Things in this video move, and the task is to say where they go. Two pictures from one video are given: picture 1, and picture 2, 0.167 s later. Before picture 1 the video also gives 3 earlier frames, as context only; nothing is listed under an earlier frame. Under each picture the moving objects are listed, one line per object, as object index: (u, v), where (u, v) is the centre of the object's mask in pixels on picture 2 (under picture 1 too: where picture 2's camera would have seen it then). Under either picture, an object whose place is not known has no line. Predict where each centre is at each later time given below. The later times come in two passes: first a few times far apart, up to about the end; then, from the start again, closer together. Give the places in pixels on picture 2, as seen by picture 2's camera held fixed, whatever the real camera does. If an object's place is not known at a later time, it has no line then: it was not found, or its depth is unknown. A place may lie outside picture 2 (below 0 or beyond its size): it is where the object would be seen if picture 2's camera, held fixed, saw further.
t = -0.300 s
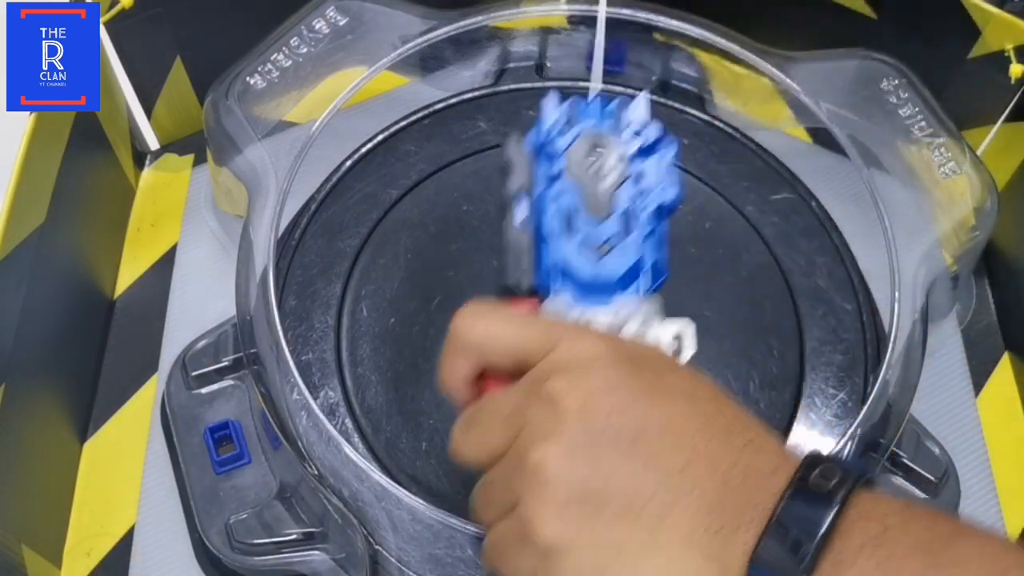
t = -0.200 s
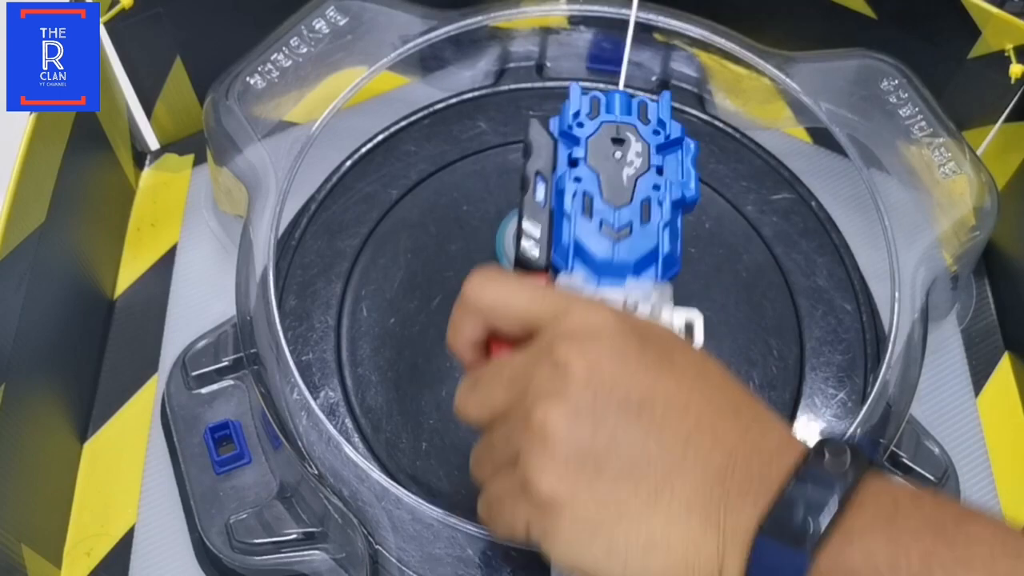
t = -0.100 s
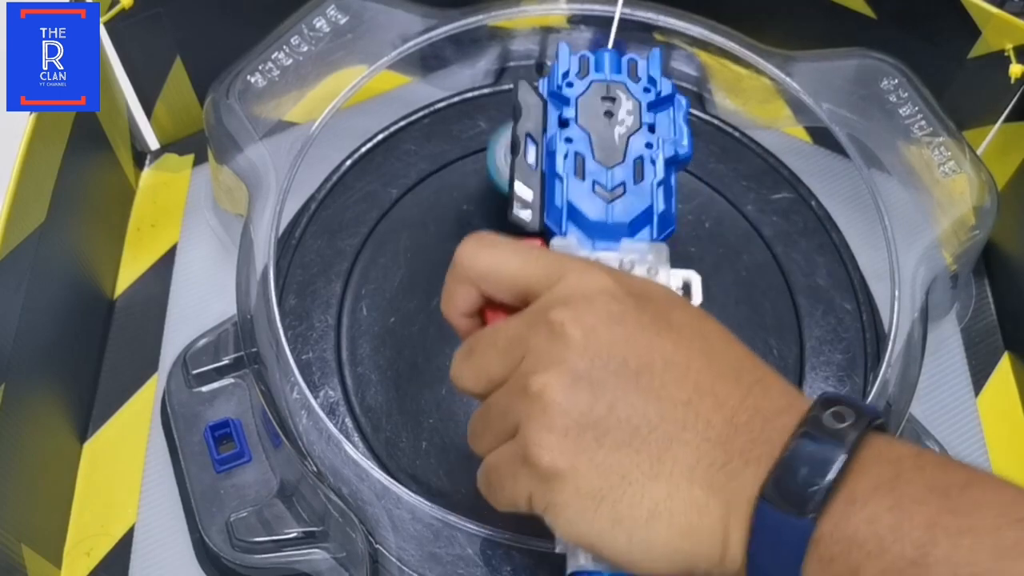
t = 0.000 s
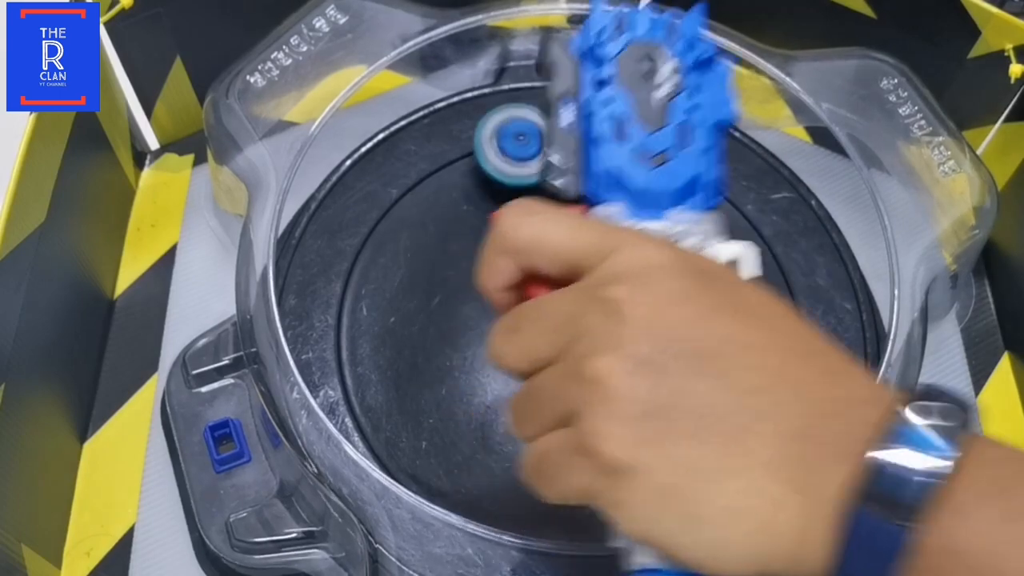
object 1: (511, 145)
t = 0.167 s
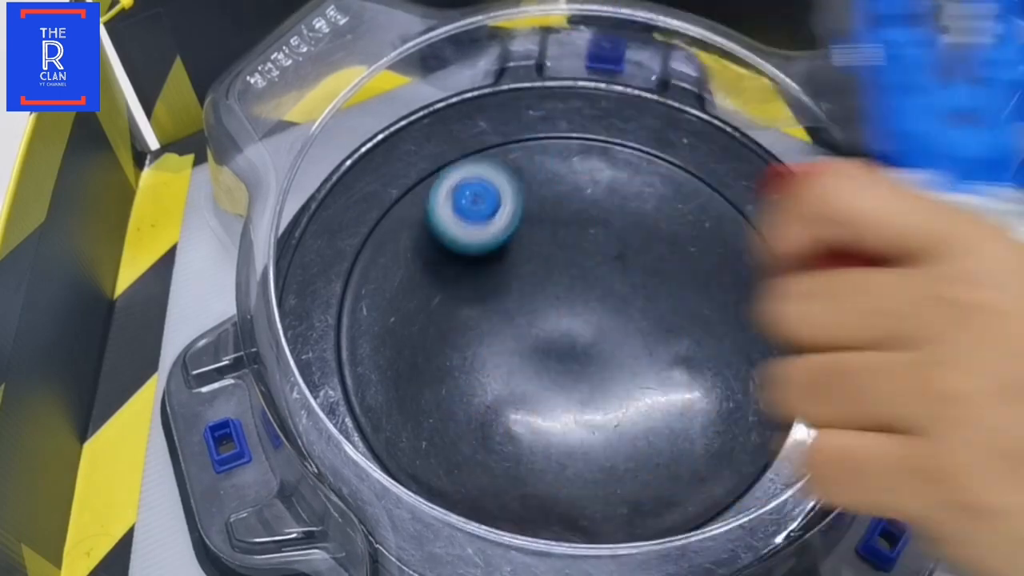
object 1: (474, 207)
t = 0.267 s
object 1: (469, 299)
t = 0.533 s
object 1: (716, 451)
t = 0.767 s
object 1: (778, 275)
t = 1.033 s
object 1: (507, 148)
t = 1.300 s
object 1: (418, 454)
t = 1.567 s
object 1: (789, 300)
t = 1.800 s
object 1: (437, 157)
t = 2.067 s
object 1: (730, 465)
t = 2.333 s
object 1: (444, 156)
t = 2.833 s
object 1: (765, 244)
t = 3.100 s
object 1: (460, 178)
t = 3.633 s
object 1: (815, 385)
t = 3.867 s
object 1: (619, 193)
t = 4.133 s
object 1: (322, 329)
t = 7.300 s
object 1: (659, 156)
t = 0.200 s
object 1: (466, 232)
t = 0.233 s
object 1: (464, 264)
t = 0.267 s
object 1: (469, 299)
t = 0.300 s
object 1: (482, 334)
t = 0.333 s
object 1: (504, 369)
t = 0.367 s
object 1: (533, 400)
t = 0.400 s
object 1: (567, 426)
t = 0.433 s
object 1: (608, 445)
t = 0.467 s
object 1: (646, 455)
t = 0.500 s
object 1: (683, 456)
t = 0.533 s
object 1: (716, 451)
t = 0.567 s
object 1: (747, 439)
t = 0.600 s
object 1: (774, 421)
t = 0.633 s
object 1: (796, 397)
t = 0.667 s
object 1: (798, 369)
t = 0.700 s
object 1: (795, 338)
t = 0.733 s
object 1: (787, 307)
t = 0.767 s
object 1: (778, 275)
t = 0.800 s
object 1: (766, 243)
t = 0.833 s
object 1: (750, 211)
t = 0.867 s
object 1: (721, 184)
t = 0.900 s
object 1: (687, 164)
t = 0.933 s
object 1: (647, 148)
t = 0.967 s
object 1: (602, 139)
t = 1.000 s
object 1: (554, 139)
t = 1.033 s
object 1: (507, 148)
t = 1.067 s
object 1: (463, 164)
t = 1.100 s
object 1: (422, 189)
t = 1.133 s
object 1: (385, 222)
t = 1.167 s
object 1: (357, 261)
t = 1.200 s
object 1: (338, 304)
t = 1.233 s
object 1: (348, 357)
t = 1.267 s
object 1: (376, 409)
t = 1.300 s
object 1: (418, 454)
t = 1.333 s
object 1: (474, 487)
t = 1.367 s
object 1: (541, 507)
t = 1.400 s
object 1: (612, 511)
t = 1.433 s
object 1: (678, 495)
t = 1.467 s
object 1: (730, 466)
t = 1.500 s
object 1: (771, 419)
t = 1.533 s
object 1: (790, 360)
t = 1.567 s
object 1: (789, 300)
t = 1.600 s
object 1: (770, 244)
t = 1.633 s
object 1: (736, 196)
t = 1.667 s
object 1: (689, 157)
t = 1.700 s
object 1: (627, 133)
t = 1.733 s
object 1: (566, 122)
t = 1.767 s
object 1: (498, 128)
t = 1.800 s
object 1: (437, 157)
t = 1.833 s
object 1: (385, 205)
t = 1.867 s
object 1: (351, 272)
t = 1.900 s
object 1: (355, 354)
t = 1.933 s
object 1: (398, 429)
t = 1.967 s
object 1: (471, 484)
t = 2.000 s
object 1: (563, 509)
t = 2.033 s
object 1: (655, 502)
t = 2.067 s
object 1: (730, 465)
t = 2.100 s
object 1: (778, 404)
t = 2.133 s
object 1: (796, 332)
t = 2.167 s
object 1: (784, 259)
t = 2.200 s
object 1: (742, 197)
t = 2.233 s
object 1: (683, 150)
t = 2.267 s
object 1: (605, 126)
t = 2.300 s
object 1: (520, 127)
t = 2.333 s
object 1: (444, 156)
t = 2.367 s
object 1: (374, 199)
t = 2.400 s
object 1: (318, 240)
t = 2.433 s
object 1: (321, 298)
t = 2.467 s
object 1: (349, 363)
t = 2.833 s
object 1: (765, 244)
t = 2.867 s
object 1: (730, 201)
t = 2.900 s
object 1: (692, 168)
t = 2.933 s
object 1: (646, 149)
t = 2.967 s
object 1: (599, 137)
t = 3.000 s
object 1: (557, 134)
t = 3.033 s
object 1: (520, 141)
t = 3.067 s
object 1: (487, 155)
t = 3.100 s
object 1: (460, 178)
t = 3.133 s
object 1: (439, 209)
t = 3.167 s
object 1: (427, 245)
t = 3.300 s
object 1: (478, 436)
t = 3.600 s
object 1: (814, 414)
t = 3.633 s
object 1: (815, 385)
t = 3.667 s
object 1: (812, 354)
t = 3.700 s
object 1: (798, 322)
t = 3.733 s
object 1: (777, 292)
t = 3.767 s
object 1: (748, 260)
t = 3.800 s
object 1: (711, 233)
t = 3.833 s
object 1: (669, 211)
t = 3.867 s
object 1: (619, 193)
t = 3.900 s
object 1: (568, 184)
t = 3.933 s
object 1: (515, 183)
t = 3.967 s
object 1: (467, 188)
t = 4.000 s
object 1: (419, 201)
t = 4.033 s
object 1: (374, 222)
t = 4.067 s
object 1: (347, 253)
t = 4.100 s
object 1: (329, 294)
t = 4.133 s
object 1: (322, 329)
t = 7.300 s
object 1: (659, 156)
